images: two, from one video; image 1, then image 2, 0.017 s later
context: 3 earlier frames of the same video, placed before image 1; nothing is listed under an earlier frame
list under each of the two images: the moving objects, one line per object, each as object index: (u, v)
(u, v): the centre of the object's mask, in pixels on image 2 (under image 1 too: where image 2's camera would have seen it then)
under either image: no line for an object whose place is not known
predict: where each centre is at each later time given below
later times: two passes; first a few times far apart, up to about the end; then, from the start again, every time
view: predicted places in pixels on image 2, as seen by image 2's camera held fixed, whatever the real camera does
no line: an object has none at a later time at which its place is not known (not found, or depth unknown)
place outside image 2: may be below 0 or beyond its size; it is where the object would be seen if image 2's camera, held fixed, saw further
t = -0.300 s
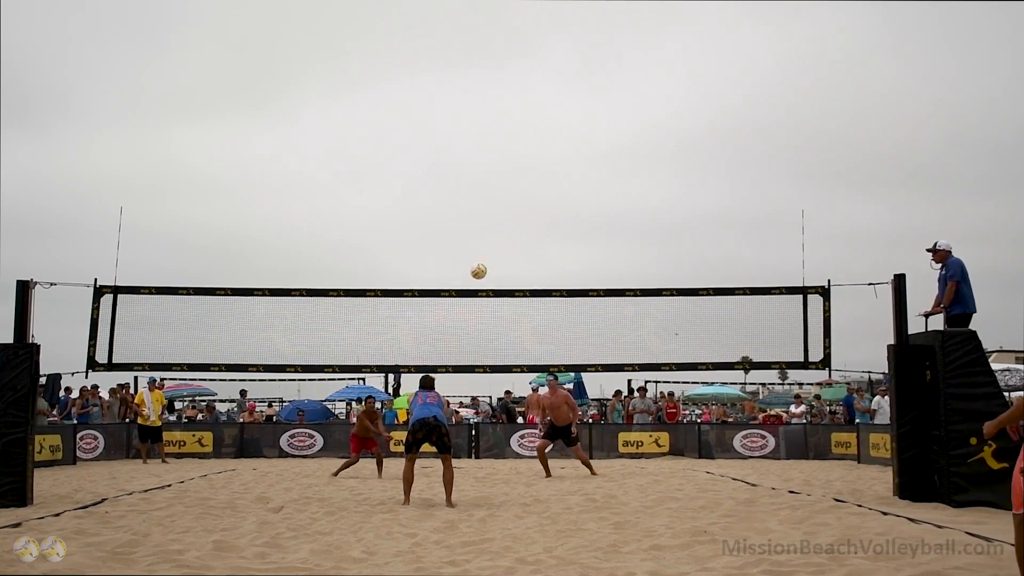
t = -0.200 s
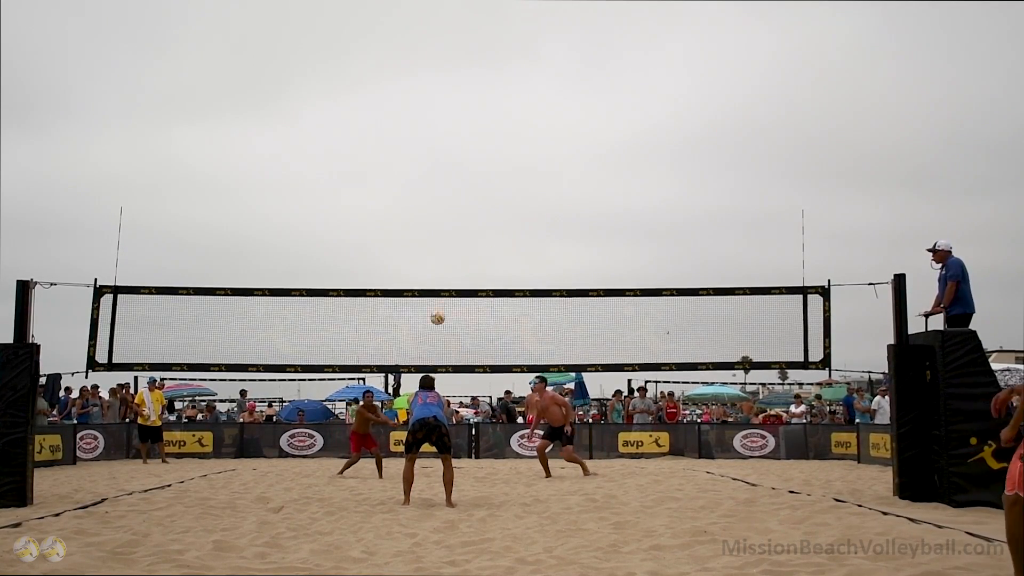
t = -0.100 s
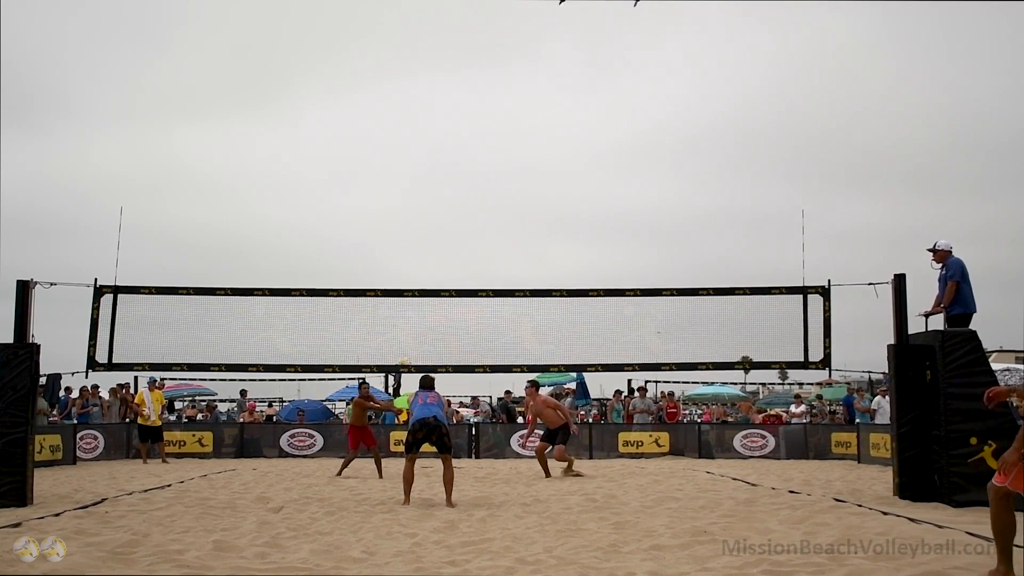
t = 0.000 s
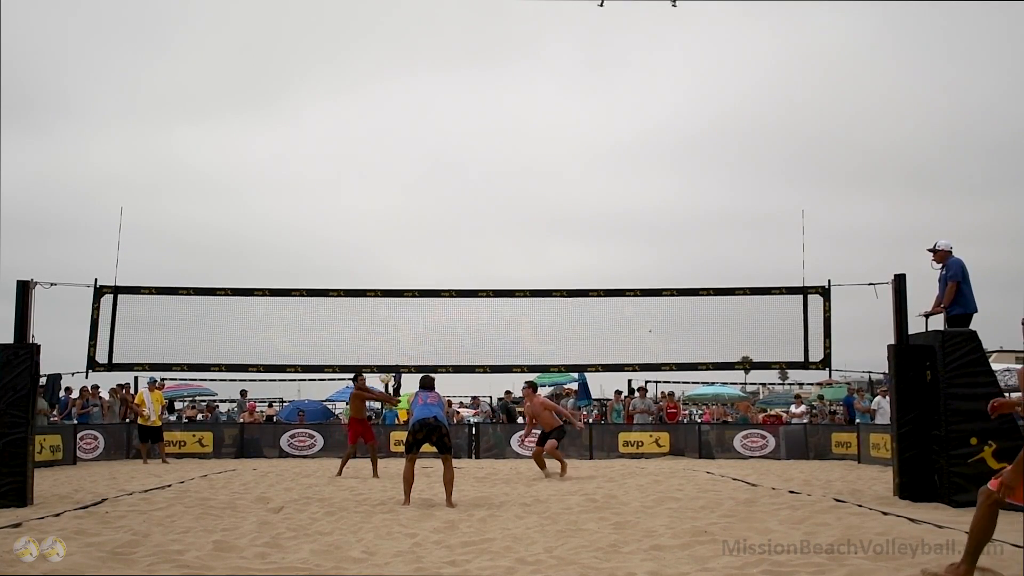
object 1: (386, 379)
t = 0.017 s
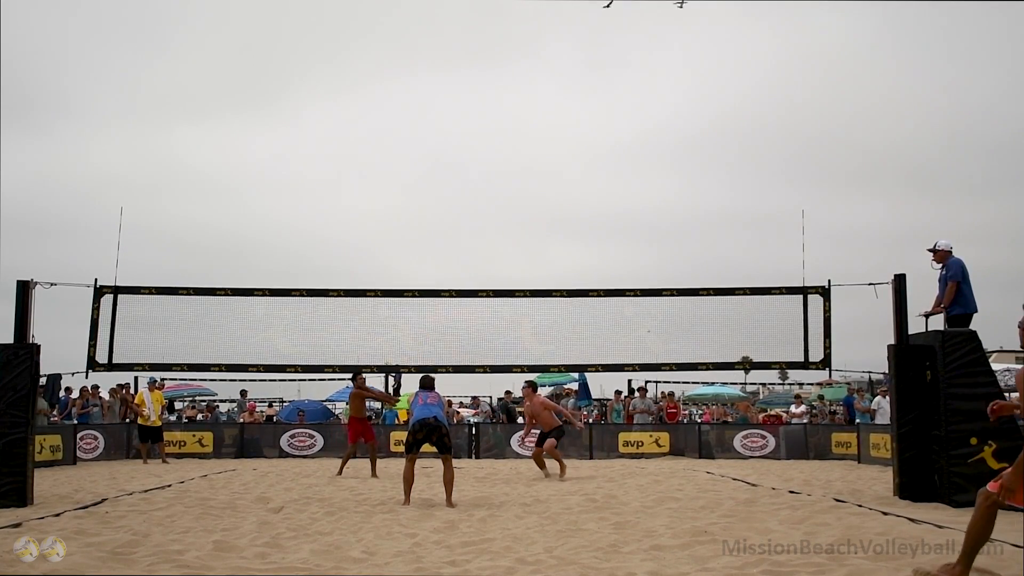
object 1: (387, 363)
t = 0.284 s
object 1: (383, 238)
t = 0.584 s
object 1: (381, 143)
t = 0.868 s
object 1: (378, 104)
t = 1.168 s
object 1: (375, 116)
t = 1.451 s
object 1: (374, 179)
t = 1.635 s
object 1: (375, 248)
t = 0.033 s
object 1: (385, 358)
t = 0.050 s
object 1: (385, 349)
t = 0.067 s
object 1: (385, 339)
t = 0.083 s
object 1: (385, 331)
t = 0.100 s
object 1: (385, 323)
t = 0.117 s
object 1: (385, 314)
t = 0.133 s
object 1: (384, 306)
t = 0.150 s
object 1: (384, 300)
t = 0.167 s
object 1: (384, 287)
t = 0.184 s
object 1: (384, 281)
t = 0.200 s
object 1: (384, 274)
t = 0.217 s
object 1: (383, 266)
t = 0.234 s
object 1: (383, 258)
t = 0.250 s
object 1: (383, 252)
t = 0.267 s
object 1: (383, 245)
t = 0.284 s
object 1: (383, 238)
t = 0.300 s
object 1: (383, 231)
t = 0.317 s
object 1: (383, 225)
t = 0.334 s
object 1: (383, 218)
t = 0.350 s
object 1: (382, 212)
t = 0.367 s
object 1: (383, 206)
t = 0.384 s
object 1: (382, 200)
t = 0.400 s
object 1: (382, 194)
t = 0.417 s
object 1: (382, 189)
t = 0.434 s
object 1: (382, 184)
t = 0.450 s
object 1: (382, 178)
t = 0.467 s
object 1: (382, 173)
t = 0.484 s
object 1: (381, 168)
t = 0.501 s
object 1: (381, 164)
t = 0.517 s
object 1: (381, 160)
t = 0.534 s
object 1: (381, 155)
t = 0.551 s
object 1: (381, 151)
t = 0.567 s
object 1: (381, 147)
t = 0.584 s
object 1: (381, 143)
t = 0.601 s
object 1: (381, 140)
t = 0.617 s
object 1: (380, 137)
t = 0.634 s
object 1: (380, 133)
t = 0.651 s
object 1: (380, 130)
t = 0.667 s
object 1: (380, 127)
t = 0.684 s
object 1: (380, 124)
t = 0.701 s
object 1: (380, 121)
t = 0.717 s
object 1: (379, 119)
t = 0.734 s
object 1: (379, 117)
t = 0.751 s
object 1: (379, 115)
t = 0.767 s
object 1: (379, 113)
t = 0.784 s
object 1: (379, 111)
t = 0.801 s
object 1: (379, 109)
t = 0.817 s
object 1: (379, 108)
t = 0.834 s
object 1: (378, 106)
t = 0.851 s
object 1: (378, 105)
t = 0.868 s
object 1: (378, 104)
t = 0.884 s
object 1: (378, 103)
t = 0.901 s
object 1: (378, 103)
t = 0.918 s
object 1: (378, 102)
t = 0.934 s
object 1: (377, 102)
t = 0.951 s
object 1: (377, 102)
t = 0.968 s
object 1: (377, 102)
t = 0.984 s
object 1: (377, 102)
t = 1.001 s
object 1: (377, 103)
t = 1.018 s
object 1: (377, 103)
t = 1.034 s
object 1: (377, 104)
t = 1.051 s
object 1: (376, 105)
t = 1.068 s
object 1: (376, 106)
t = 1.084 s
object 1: (376, 107)
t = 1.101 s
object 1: (376, 108)
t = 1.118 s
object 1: (376, 110)
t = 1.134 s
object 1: (375, 111)
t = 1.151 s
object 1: (375, 114)
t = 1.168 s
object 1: (375, 116)
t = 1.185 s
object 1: (375, 118)
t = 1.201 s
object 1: (375, 121)
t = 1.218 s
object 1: (375, 123)
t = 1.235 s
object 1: (375, 126)
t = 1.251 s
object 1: (375, 129)
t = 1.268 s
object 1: (375, 132)
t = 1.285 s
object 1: (375, 135)
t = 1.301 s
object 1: (375, 139)
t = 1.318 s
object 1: (375, 142)
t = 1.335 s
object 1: (375, 146)
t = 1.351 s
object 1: (375, 150)
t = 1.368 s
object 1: (375, 155)
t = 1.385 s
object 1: (374, 159)
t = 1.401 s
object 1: (374, 164)
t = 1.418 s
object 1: (374, 169)
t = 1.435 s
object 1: (374, 174)
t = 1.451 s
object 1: (374, 179)
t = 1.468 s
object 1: (374, 184)
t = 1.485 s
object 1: (374, 190)
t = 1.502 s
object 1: (375, 195)
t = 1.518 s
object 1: (375, 201)
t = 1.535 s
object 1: (374, 207)
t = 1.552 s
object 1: (374, 214)
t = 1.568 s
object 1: (374, 220)
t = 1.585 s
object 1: (375, 227)
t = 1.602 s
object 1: (375, 234)
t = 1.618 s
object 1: (375, 241)
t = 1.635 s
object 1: (375, 248)
